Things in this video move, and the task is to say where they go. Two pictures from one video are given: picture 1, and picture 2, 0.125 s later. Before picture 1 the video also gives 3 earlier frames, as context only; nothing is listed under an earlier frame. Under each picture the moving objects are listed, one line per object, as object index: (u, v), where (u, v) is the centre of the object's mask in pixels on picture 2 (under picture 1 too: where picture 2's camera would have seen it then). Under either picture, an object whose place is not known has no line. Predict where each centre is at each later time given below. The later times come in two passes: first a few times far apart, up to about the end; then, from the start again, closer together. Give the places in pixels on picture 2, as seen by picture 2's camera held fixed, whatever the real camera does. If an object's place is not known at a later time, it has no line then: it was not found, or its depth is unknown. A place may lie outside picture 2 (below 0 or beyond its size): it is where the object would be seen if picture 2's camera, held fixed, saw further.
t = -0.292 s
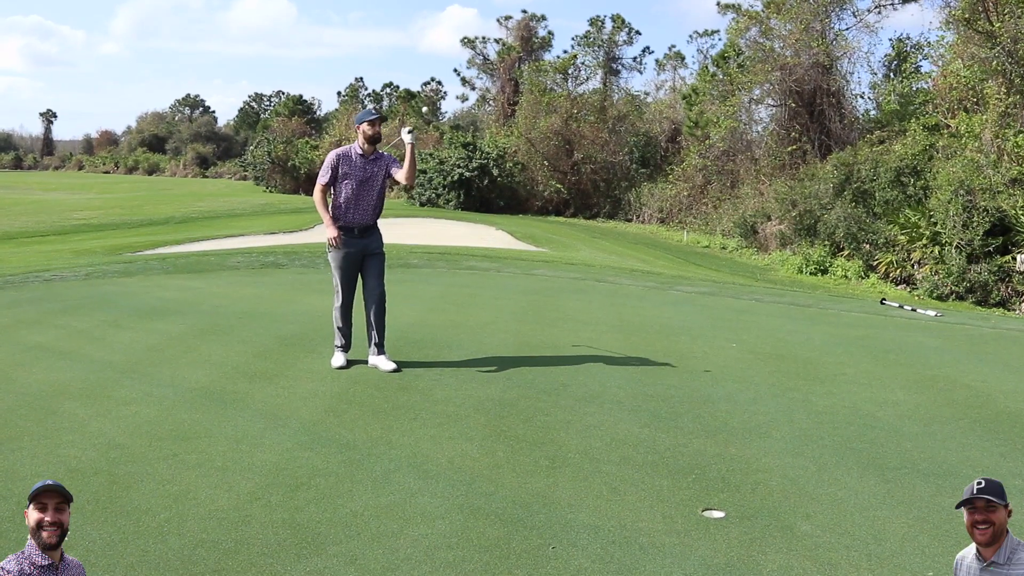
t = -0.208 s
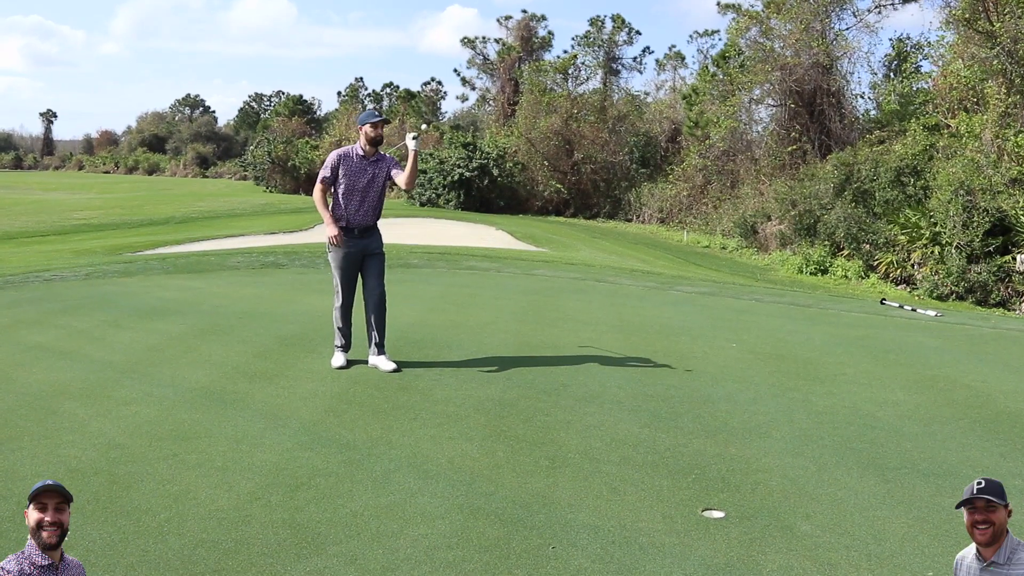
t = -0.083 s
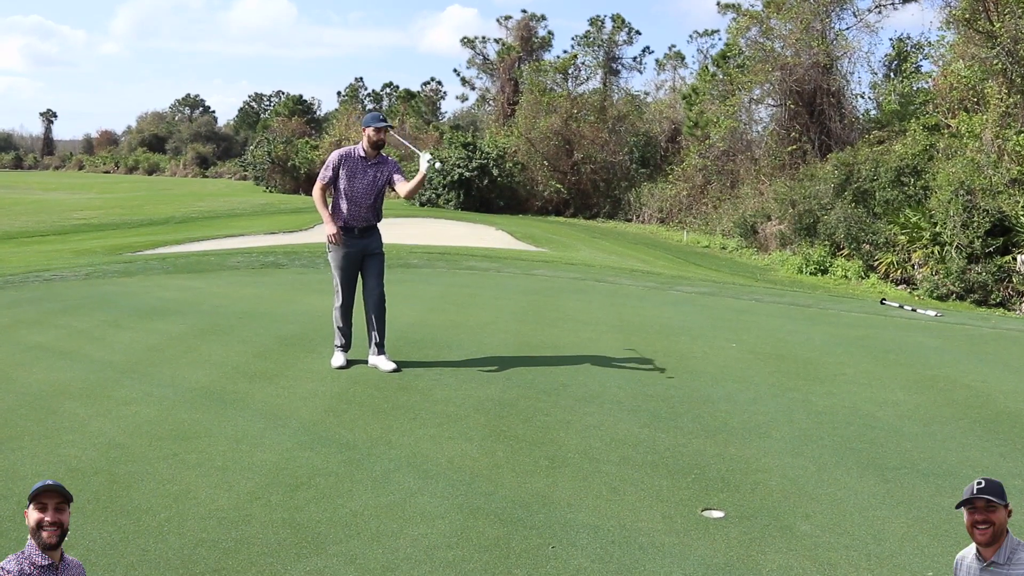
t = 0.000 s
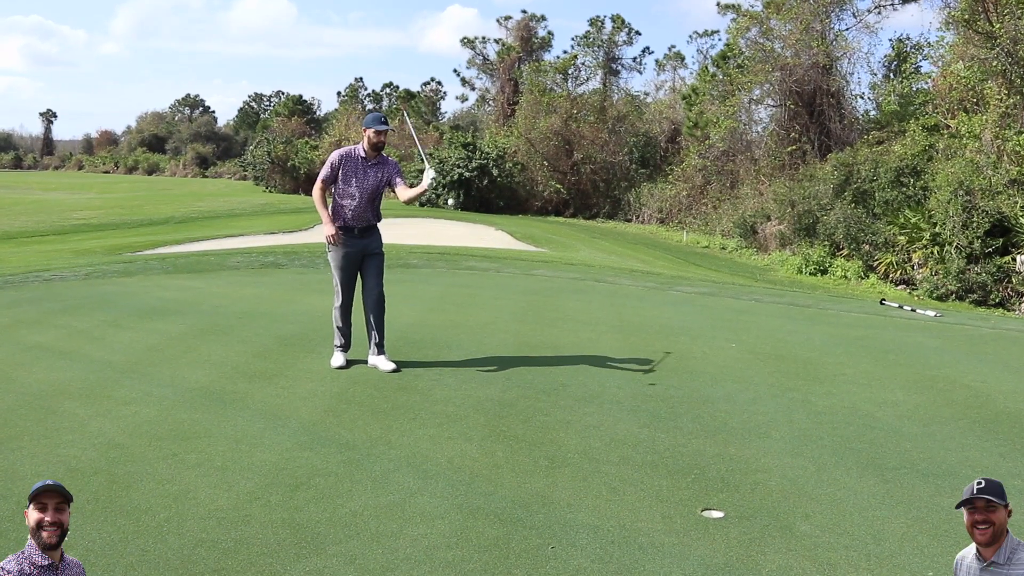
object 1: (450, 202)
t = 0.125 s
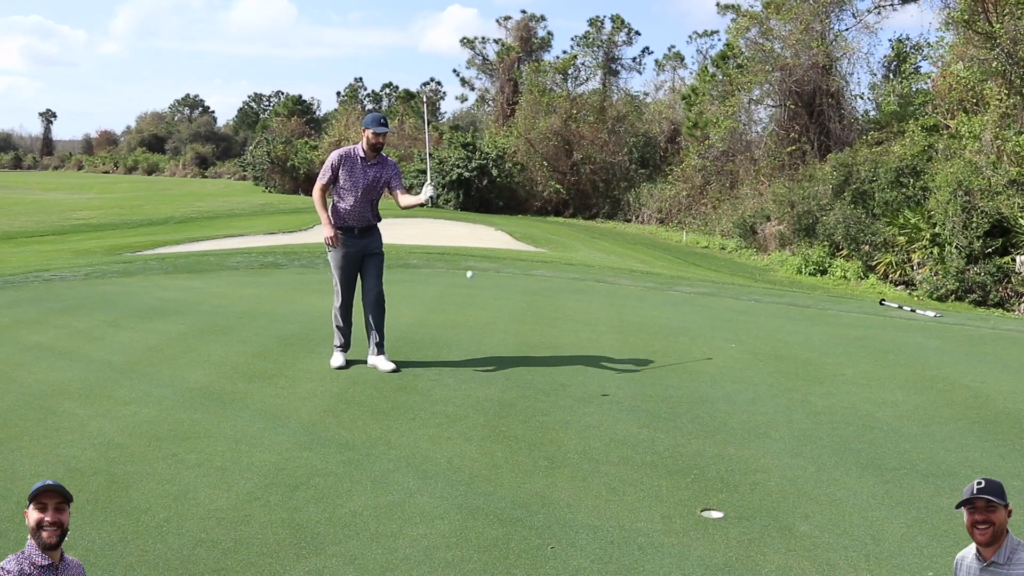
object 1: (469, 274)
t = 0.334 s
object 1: (503, 398)
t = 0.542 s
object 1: (522, 401)
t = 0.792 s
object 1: (546, 428)
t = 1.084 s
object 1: (570, 439)
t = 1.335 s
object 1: (585, 447)
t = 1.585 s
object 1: (597, 453)
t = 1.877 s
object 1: (604, 458)
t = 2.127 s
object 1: (605, 460)
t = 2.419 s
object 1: (605, 460)
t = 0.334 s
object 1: (503, 398)
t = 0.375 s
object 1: (506, 394)
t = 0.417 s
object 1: (510, 392)
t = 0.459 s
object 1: (514, 392)
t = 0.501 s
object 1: (518, 396)
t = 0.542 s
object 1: (522, 401)
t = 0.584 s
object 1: (527, 413)
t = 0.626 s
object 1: (530, 422)
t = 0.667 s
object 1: (535, 420)
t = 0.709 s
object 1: (538, 420)
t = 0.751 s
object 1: (542, 423)
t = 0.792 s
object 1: (546, 428)
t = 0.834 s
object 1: (550, 429)
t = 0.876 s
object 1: (553, 431)
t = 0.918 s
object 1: (557, 433)
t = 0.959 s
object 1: (560, 434)
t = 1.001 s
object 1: (564, 436)
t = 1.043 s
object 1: (566, 437)
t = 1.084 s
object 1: (570, 439)
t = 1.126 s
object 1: (572, 440)
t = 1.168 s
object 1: (575, 441)
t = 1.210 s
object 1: (577, 442)
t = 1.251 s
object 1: (580, 444)
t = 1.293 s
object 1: (582, 445)
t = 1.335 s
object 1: (585, 447)
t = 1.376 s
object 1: (586, 448)
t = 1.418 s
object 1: (589, 449)
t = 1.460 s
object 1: (591, 450)
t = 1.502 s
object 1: (593, 451)
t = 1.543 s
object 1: (595, 452)
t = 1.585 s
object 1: (597, 453)
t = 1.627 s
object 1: (598, 454)
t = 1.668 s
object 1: (600, 455)
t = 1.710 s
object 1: (601, 455)
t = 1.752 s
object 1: (602, 456)
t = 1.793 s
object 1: (603, 457)
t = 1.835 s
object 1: (604, 457)
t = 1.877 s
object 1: (604, 458)
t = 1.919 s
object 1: (604, 458)
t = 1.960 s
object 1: (604, 459)
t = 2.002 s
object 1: (605, 459)
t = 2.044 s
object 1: (605, 459)
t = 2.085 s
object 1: (605, 460)
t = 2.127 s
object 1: (605, 460)
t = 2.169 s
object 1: (605, 460)
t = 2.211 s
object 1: (605, 460)
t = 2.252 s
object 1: (605, 460)
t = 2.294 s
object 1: (605, 460)
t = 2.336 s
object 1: (605, 460)
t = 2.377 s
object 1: (605, 460)
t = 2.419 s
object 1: (605, 460)
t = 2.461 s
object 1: (605, 460)
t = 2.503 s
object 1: (605, 460)
